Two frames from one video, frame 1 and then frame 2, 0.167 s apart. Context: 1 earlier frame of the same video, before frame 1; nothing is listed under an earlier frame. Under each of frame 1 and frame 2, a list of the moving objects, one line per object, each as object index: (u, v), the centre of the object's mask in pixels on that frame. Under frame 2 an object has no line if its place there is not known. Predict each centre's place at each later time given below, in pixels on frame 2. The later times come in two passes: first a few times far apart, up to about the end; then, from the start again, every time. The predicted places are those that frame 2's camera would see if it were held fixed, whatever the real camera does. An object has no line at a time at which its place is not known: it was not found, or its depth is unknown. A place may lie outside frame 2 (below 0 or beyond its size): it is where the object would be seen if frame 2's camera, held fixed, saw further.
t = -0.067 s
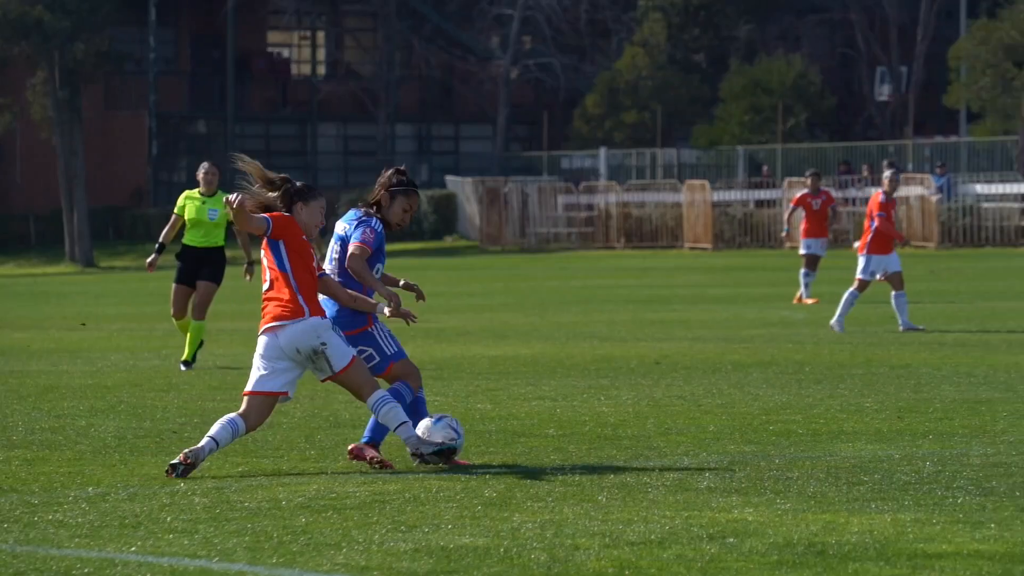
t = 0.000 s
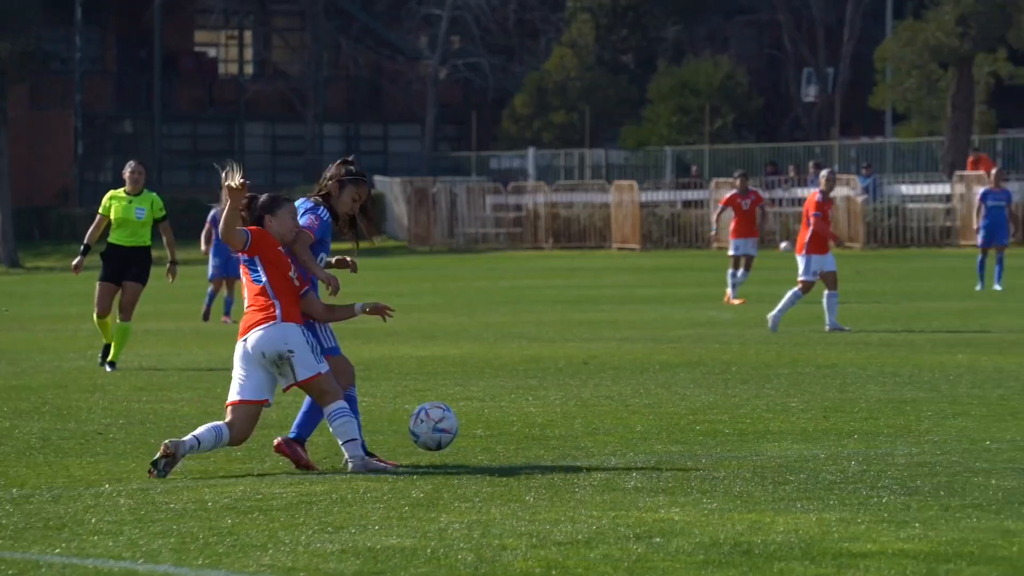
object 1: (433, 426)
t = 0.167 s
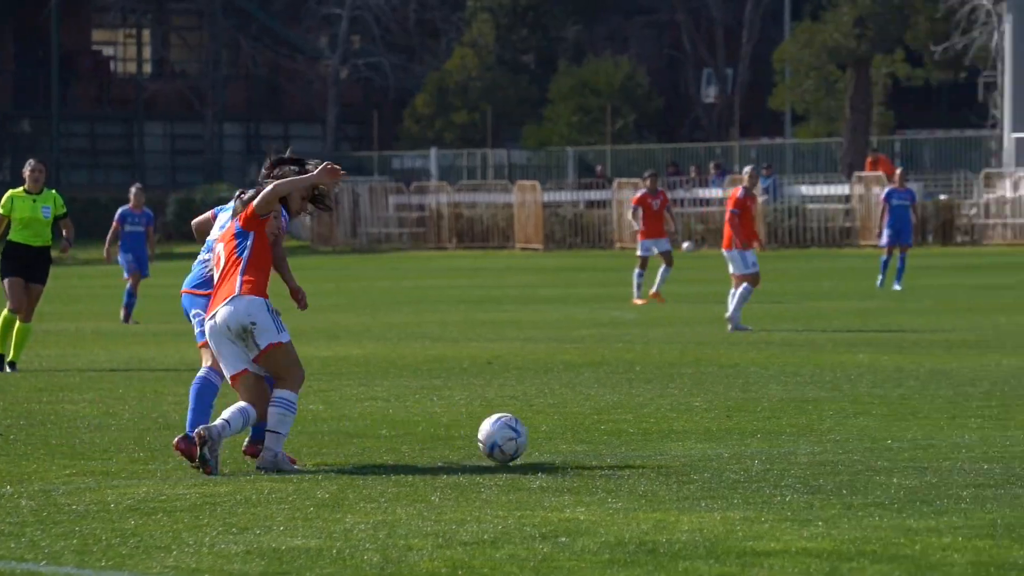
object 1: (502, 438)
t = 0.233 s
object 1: (556, 437)
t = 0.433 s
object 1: (687, 439)
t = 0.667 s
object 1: (798, 438)
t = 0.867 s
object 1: (885, 439)
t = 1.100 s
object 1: (981, 441)
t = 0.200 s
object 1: (533, 443)
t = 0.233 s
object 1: (556, 437)
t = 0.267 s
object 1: (578, 432)
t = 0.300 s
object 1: (600, 430)
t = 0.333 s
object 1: (623, 430)
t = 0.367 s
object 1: (645, 433)
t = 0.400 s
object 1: (667, 437)
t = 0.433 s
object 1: (687, 439)
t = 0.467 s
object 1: (703, 437)
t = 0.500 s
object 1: (719, 436)
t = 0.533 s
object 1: (735, 437)
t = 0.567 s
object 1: (751, 438)
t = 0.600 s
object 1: (767, 438)
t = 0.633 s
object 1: (783, 438)
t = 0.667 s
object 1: (798, 438)
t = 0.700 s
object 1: (813, 438)
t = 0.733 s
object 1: (828, 439)
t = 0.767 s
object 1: (843, 439)
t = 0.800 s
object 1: (857, 439)
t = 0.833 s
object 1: (871, 439)
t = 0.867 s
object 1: (885, 439)
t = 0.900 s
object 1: (899, 439)
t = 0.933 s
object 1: (913, 440)
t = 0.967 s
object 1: (927, 440)
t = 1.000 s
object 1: (940, 440)
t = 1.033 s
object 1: (954, 441)
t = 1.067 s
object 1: (968, 441)
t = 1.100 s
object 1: (981, 441)
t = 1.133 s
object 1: (995, 442)
